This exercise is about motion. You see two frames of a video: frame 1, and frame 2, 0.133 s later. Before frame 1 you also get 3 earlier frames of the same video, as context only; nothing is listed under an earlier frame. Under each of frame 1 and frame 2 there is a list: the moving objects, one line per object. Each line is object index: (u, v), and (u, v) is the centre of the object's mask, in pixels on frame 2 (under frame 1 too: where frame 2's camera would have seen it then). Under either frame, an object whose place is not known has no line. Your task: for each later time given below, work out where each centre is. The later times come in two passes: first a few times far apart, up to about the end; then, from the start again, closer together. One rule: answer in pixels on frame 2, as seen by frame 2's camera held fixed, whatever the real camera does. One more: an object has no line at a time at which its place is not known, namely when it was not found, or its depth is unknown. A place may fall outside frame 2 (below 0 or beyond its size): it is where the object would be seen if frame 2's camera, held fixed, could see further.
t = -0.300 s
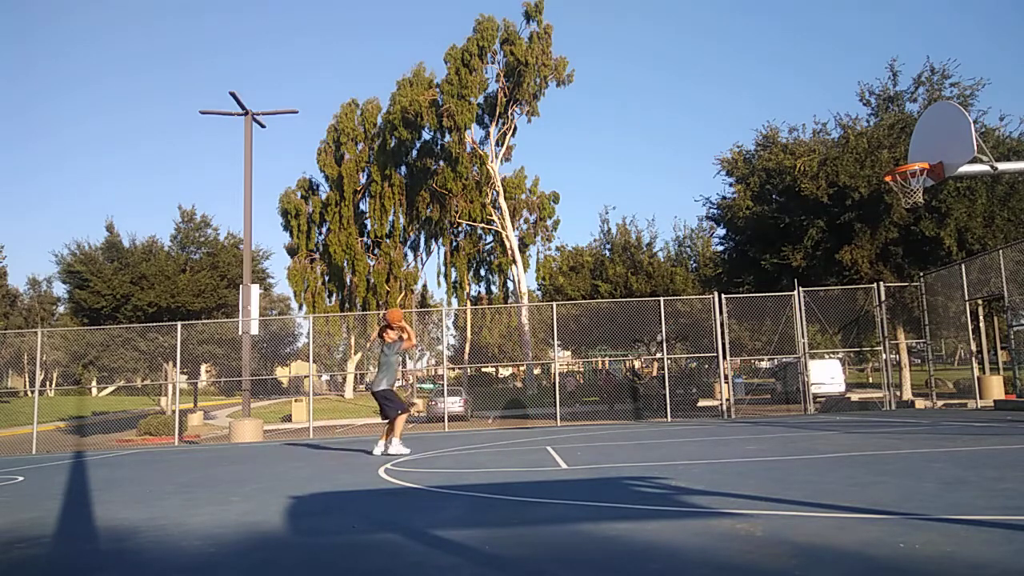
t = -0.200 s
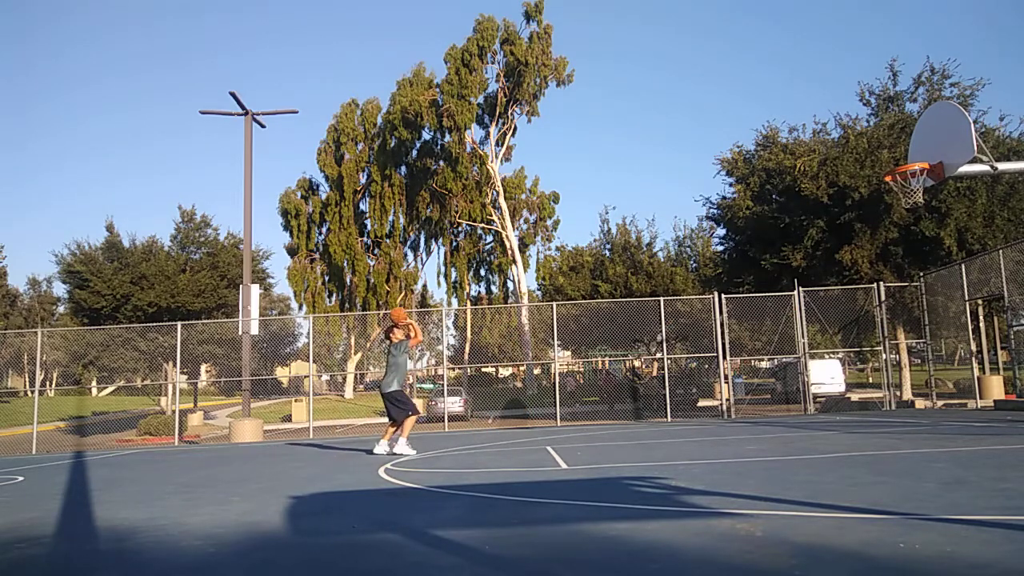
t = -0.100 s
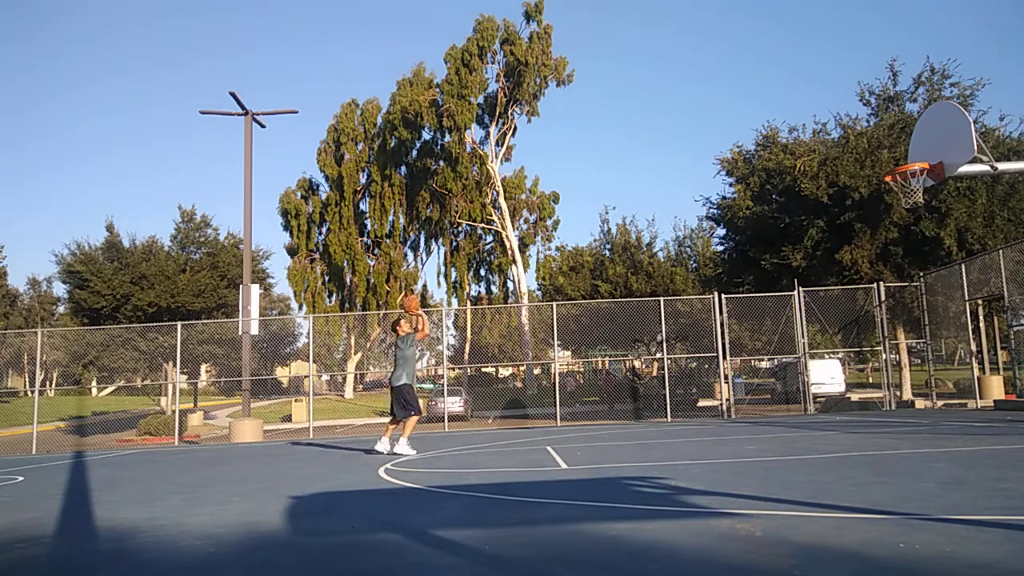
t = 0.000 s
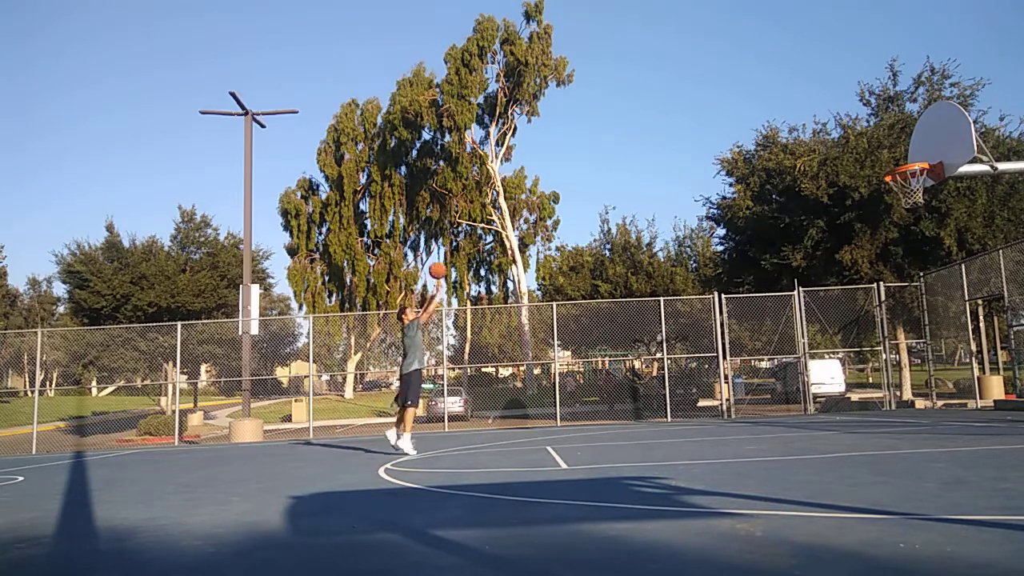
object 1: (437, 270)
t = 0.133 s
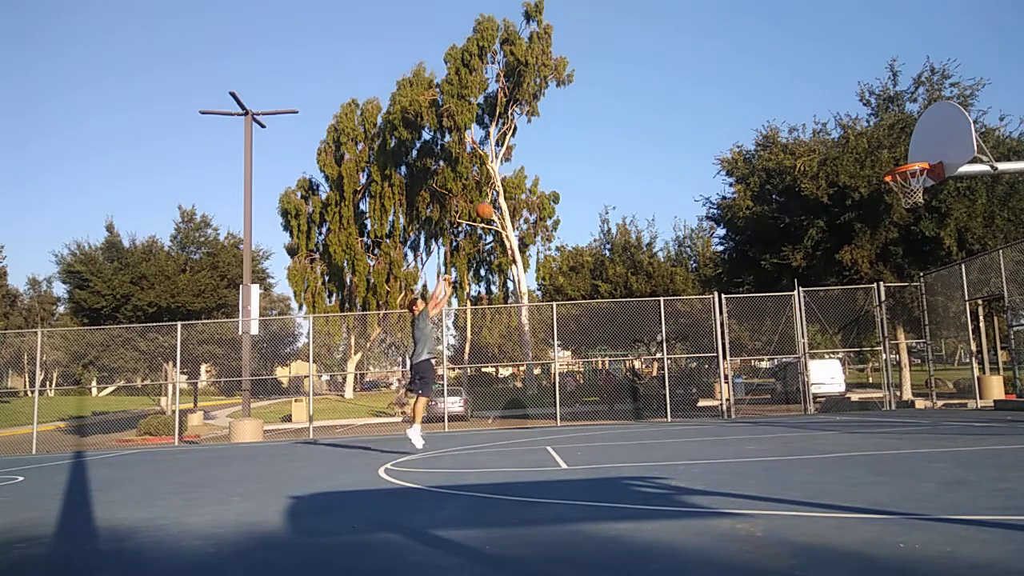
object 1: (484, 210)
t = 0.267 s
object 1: (533, 164)
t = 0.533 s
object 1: (634, 105)
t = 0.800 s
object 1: (743, 97)
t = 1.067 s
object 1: (866, 144)
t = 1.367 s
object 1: (927, 186)
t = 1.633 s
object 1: (927, 240)
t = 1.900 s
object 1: (936, 364)
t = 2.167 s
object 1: (919, 352)
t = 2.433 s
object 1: (890, 279)
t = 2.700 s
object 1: (867, 270)
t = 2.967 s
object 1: (850, 323)
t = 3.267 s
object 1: (832, 413)
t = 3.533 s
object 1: (805, 338)
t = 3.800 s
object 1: (784, 325)
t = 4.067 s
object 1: (768, 378)
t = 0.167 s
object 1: (496, 198)
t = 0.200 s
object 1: (509, 185)
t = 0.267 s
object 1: (533, 164)
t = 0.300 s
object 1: (545, 154)
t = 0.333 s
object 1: (558, 144)
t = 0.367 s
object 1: (570, 136)
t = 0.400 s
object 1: (583, 128)
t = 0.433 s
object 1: (595, 121)
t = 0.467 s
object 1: (608, 115)
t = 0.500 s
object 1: (621, 110)
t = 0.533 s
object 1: (634, 105)
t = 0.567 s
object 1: (647, 101)
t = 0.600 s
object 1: (660, 98)
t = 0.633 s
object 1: (674, 96)
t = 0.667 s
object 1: (687, 94)
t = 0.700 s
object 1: (701, 94)
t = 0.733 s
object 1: (715, 94)
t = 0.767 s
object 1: (729, 95)
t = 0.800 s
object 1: (743, 97)
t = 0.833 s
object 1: (758, 100)
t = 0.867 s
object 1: (772, 104)
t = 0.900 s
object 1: (787, 108)
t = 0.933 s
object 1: (802, 114)
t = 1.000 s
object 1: (833, 127)
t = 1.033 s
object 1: (850, 135)
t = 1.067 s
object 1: (866, 144)
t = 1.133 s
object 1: (897, 164)
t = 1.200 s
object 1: (931, 189)
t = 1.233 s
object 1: (929, 187)
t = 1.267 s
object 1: (928, 186)
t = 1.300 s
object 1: (928, 183)
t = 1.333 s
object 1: (926, 184)
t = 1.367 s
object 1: (927, 186)
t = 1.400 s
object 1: (927, 189)
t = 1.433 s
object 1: (927, 194)
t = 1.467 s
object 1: (926, 198)
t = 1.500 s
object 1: (926, 203)
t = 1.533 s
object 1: (926, 211)
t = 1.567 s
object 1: (926, 220)
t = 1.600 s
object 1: (928, 229)
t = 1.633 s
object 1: (927, 240)
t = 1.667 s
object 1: (928, 252)
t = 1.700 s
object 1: (929, 265)
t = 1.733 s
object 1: (930, 279)
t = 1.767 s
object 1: (931, 293)
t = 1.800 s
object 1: (933, 309)
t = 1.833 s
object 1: (934, 326)
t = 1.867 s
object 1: (936, 345)
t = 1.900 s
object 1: (936, 364)
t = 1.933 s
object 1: (939, 385)
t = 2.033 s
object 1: (937, 413)
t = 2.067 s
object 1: (932, 396)
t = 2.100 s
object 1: (928, 381)
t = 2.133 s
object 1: (923, 366)
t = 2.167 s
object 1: (919, 352)
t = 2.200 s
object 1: (915, 339)
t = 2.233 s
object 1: (911, 328)
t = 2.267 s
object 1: (908, 317)
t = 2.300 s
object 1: (905, 307)
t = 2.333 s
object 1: (902, 298)
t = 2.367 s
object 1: (897, 291)
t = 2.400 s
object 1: (893, 284)
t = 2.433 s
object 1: (890, 279)
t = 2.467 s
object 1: (886, 275)
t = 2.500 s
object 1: (883, 271)
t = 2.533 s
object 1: (881, 269)
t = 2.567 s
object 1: (878, 267)
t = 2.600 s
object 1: (876, 266)
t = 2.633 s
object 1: (872, 266)
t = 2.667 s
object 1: (870, 268)
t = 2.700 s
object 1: (867, 270)
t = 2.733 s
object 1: (864, 272)
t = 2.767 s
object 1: (861, 277)
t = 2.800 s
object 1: (859, 282)
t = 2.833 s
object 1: (857, 288)
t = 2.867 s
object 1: (855, 296)
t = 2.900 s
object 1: (854, 304)
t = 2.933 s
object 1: (852, 313)
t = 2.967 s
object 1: (850, 323)
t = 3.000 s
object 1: (848, 335)
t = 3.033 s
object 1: (845, 347)
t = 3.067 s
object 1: (844, 360)
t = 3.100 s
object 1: (843, 375)
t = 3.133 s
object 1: (841, 391)
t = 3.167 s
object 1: (840, 407)
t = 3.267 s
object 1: (832, 413)
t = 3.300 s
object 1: (829, 400)
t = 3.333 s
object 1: (825, 388)
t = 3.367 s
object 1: (820, 377)
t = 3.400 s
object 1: (816, 367)
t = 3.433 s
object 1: (814, 358)
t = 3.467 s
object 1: (811, 350)
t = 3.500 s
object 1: (808, 343)
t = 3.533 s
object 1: (805, 338)
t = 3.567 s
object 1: (803, 333)
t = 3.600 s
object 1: (800, 329)
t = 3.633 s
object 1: (797, 326)
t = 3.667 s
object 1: (795, 324)
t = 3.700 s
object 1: (792, 323)
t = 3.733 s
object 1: (789, 323)
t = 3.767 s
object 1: (786, 324)
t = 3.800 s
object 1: (784, 325)
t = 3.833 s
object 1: (782, 329)
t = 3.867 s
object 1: (780, 333)
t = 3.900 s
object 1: (778, 338)
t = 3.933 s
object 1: (777, 344)
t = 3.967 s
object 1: (775, 351)
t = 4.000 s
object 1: (772, 359)
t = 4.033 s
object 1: (771, 368)
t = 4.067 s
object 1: (768, 378)
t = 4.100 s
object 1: (767, 389)
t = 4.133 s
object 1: (765, 401)
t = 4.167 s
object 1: (763, 415)
